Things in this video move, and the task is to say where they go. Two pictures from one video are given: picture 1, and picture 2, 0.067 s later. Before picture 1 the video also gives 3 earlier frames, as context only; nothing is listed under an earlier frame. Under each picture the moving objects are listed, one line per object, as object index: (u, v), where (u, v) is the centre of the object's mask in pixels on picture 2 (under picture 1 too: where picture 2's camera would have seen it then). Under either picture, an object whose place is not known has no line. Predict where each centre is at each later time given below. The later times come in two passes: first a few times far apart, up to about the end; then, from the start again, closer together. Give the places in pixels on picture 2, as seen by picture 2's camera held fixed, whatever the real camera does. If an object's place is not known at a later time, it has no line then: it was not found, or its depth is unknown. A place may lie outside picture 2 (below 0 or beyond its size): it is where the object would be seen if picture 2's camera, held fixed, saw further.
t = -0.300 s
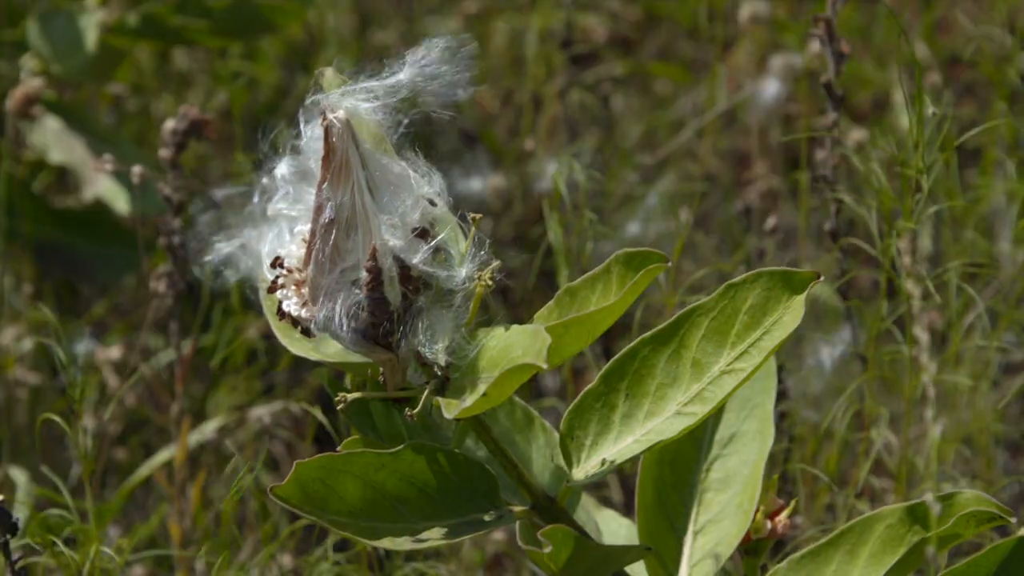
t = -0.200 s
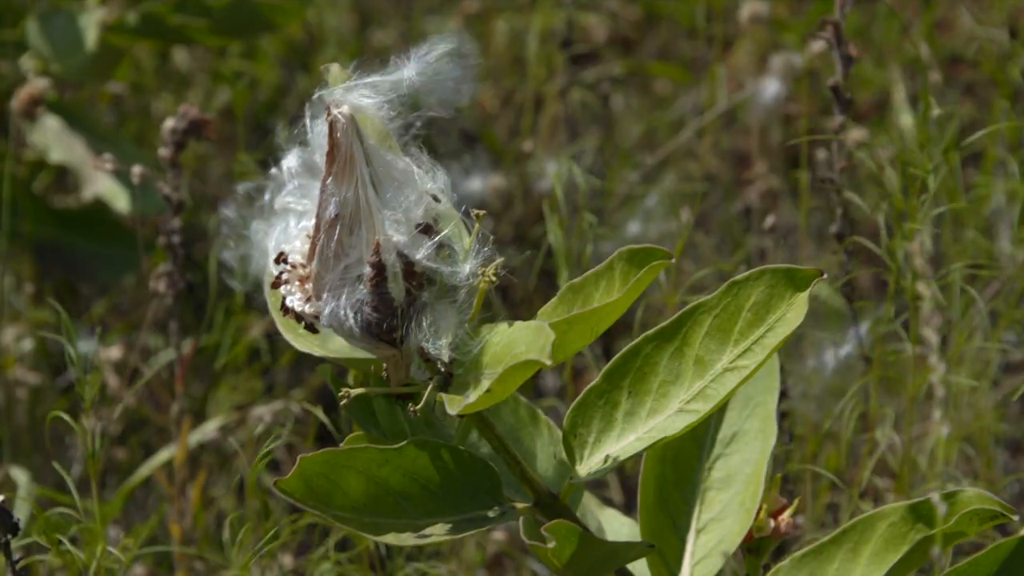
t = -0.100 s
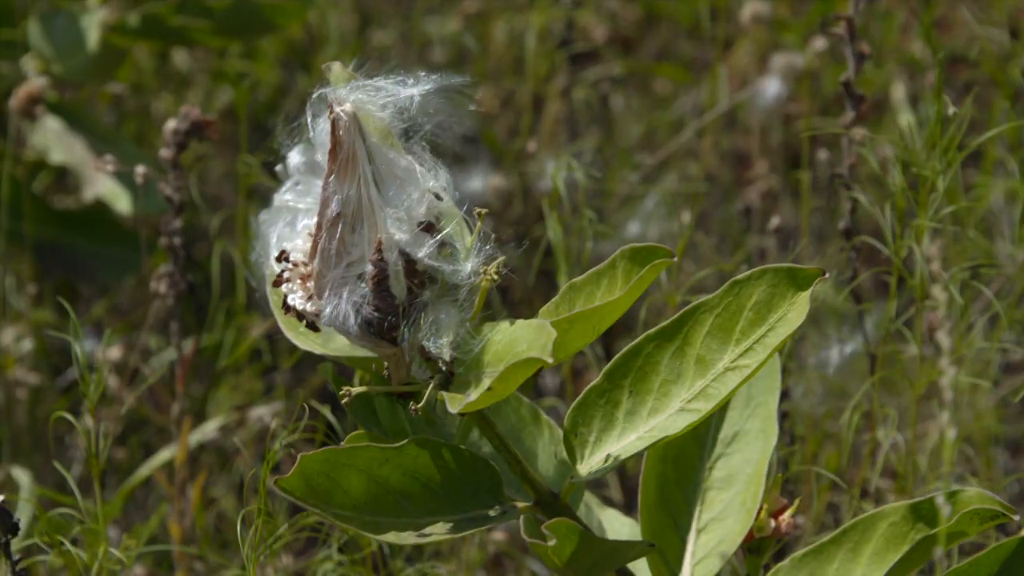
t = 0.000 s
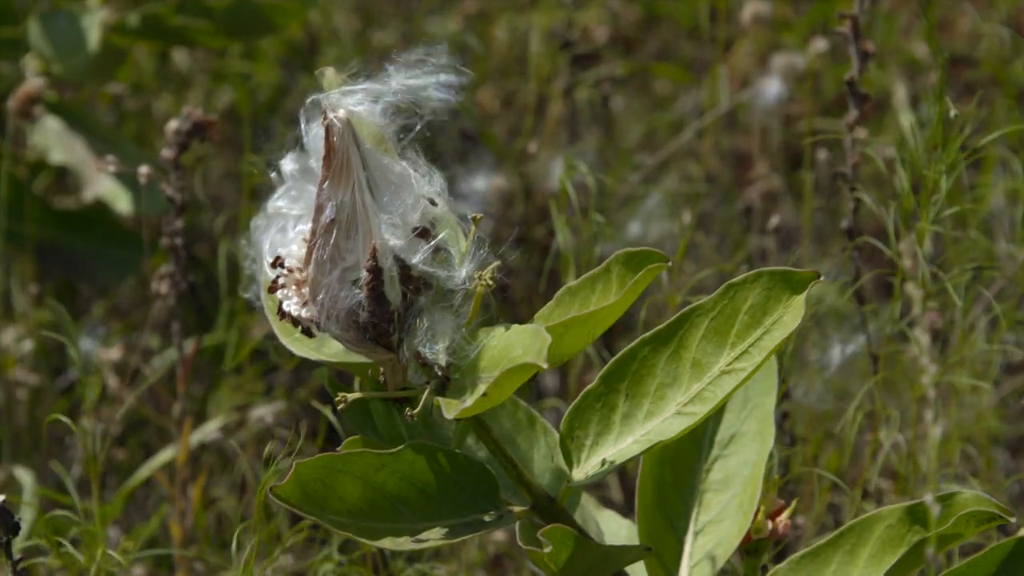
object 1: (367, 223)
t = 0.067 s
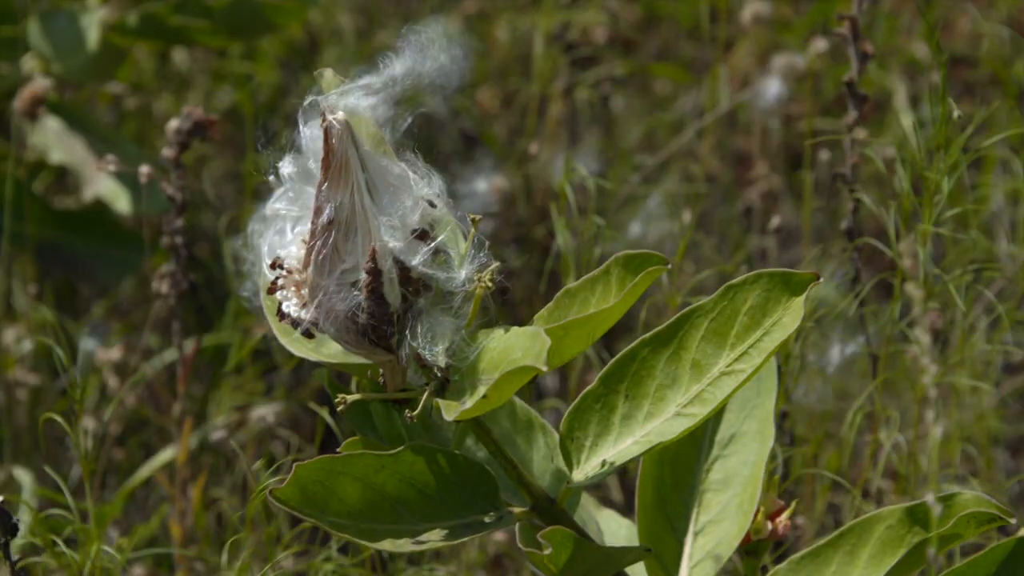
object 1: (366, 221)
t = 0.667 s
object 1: (339, 221)
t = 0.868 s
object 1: (327, 229)
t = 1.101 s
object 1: (319, 232)
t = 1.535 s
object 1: (311, 227)
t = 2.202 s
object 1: (321, 225)
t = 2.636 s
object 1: (320, 224)
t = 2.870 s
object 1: (326, 223)
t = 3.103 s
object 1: (333, 217)
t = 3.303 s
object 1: (327, 234)
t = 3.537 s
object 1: (326, 222)
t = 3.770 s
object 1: (334, 228)
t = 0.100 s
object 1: (364, 222)
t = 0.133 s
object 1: (366, 221)
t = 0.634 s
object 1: (349, 224)
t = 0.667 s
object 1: (339, 221)
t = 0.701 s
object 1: (335, 221)
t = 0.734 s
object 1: (333, 222)
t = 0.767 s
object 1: (332, 222)
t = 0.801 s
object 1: (335, 225)
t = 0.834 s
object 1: (332, 226)
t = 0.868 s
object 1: (327, 229)
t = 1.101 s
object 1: (319, 232)
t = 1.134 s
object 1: (329, 229)
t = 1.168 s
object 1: (329, 221)
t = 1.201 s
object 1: (325, 220)
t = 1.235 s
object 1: (318, 226)
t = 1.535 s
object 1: (311, 227)
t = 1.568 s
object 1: (321, 226)
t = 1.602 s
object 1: (330, 230)
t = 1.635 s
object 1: (333, 222)
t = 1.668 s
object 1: (329, 217)
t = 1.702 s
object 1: (331, 224)
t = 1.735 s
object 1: (325, 225)
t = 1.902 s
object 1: (317, 225)
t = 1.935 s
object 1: (317, 225)
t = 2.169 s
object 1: (313, 230)
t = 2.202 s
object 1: (321, 225)
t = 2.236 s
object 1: (326, 221)
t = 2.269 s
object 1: (325, 220)
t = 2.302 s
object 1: (318, 221)
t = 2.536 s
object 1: (314, 232)
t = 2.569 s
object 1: (316, 228)
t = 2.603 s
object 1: (320, 226)
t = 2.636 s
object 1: (320, 224)
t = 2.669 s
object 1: (319, 222)
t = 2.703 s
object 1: (318, 221)
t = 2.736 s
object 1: (323, 222)
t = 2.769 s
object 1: (327, 221)
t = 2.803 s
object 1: (329, 221)
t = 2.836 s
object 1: (327, 220)
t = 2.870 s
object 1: (326, 223)
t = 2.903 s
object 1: (322, 228)
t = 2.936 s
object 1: (319, 232)
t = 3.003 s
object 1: (318, 230)
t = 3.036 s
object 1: (320, 227)
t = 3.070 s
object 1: (329, 224)
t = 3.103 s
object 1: (333, 217)
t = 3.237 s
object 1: (339, 217)
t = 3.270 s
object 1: (335, 228)
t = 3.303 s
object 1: (327, 234)
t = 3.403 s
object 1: (320, 237)
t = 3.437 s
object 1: (321, 232)
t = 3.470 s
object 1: (324, 228)
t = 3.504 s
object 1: (327, 225)
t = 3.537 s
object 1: (326, 222)
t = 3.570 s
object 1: (328, 222)
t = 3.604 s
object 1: (331, 225)
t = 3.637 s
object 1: (330, 227)
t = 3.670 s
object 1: (329, 229)
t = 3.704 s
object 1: (329, 229)
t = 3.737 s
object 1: (332, 229)
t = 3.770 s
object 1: (334, 228)
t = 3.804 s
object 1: (336, 227)
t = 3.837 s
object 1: (337, 226)
